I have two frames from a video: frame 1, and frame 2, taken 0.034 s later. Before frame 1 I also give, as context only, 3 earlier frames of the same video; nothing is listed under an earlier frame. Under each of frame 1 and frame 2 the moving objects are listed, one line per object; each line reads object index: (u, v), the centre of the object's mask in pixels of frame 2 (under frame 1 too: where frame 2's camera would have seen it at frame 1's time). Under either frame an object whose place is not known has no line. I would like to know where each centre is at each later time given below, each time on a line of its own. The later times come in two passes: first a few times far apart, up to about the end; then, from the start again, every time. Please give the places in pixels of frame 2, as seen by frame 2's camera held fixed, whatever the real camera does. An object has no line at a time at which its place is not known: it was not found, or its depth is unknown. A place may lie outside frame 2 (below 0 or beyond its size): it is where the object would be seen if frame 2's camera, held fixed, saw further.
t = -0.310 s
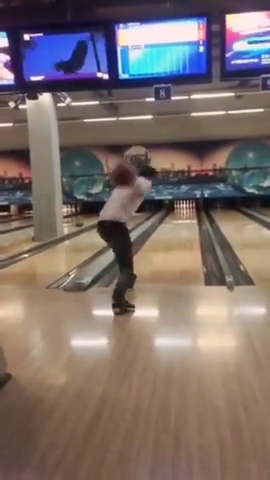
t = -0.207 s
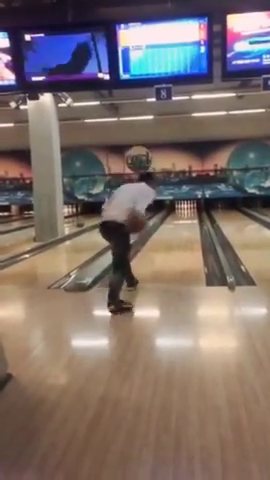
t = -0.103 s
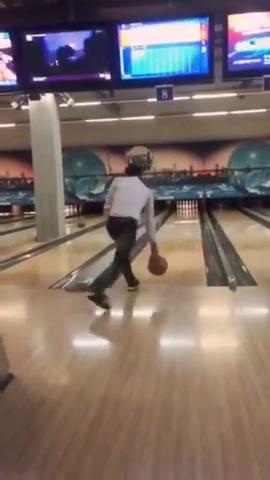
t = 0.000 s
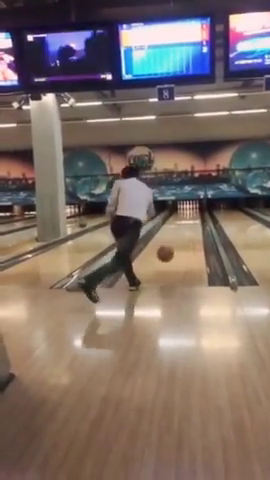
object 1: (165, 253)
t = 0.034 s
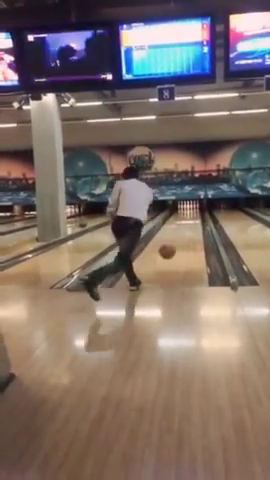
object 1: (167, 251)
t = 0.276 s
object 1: (174, 243)
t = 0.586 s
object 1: (180, 229)
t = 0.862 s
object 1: (182, 223)
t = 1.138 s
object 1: (184, 217)
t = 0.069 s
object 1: (168, 251)
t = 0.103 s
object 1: (169, 251)
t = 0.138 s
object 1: (171, 251)
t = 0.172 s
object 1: (172, 251)
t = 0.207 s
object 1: (173, 248)
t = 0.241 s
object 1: (174, 245)
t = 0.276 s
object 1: (174, 243)
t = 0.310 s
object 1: (176, 240)
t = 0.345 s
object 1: (176, 239)
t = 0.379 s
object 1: (177, 238)
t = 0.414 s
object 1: (178, 236)
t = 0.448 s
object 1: (178, 234)
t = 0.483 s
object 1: (178, 233)
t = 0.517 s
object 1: (179, 231)
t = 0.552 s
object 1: (180, 230)
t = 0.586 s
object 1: (180, 229)
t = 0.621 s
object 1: (180, 229)
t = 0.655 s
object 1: (180, 227)
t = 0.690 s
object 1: (181, 226)
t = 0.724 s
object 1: (181, 225)
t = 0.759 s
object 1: (181, 224)
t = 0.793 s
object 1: (182, 224)
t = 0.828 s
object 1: (182, 223)
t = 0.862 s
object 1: (182, 223)
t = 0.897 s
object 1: (183, 222)
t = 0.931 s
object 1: (183, 221)
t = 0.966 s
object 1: (183, 220)
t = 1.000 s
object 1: (183, 220)
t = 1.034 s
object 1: (184, 219)
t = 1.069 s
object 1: (184, 218)
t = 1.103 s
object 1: (184, 218)
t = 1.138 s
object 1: (184, 217)
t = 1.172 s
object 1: (184, 217)
